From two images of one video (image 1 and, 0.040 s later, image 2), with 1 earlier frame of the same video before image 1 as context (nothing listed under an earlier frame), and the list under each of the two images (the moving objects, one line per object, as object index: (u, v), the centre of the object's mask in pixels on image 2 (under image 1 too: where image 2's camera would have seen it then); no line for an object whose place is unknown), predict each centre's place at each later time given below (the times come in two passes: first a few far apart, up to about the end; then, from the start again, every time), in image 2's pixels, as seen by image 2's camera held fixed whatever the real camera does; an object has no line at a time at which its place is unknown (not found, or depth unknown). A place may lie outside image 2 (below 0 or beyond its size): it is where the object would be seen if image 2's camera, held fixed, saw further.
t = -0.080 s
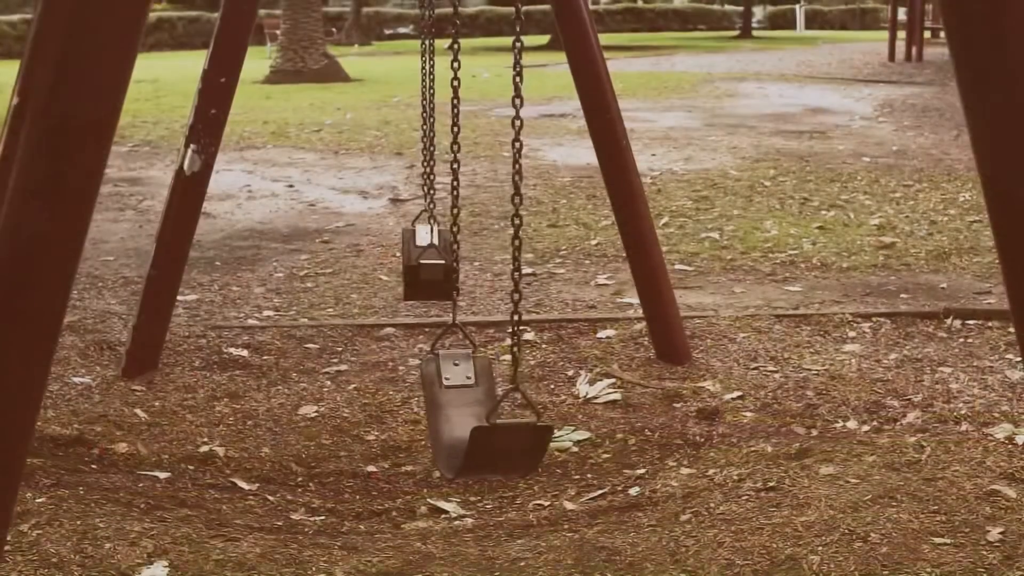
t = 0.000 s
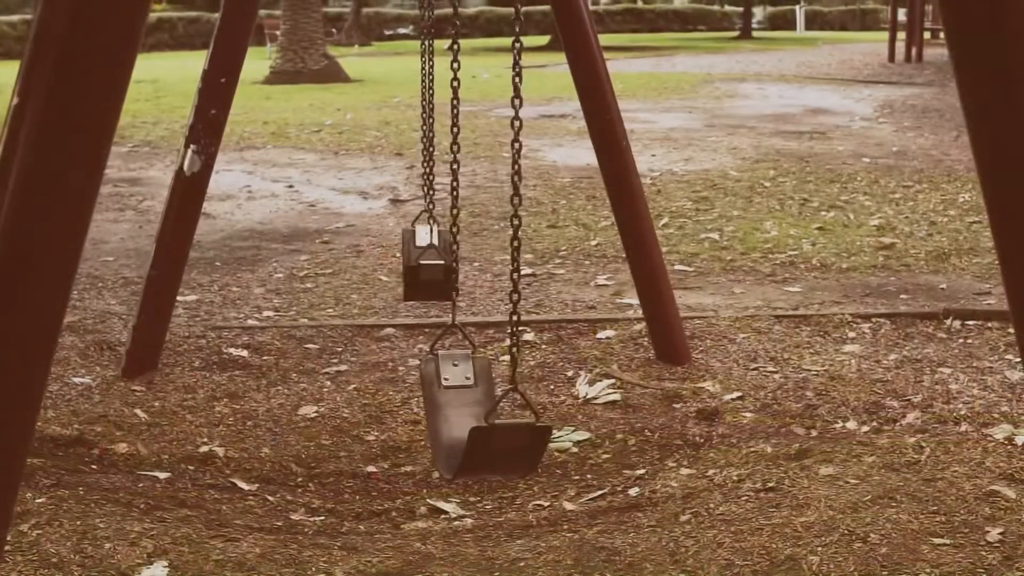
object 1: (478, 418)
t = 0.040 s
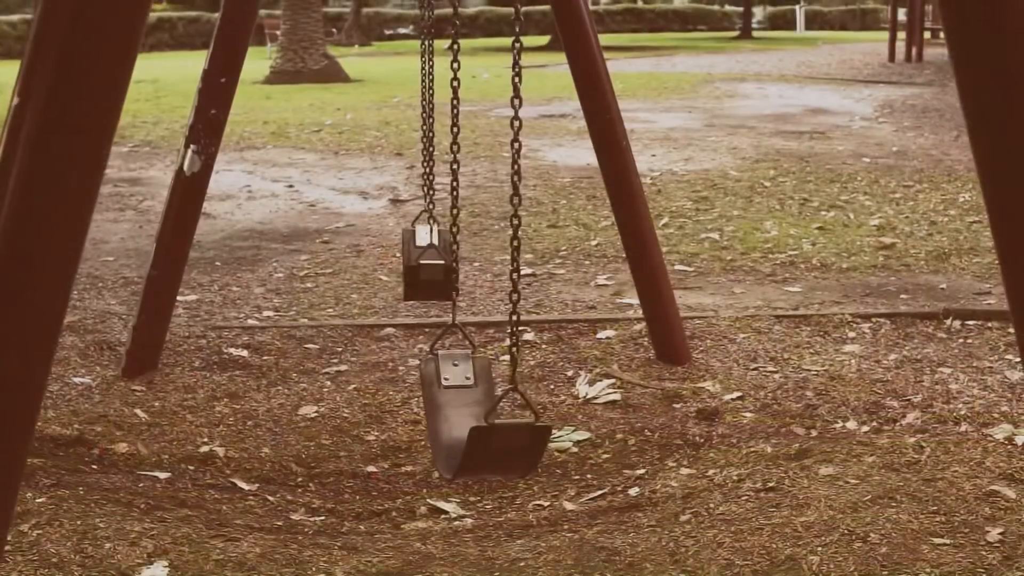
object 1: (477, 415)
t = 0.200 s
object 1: (476, 414)
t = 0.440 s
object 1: (477, 412)
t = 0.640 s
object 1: (479, 410)
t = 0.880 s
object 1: (481, 408)
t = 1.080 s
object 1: (485, 410)
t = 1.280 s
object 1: (486, 409)
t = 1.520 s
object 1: (485, 407)
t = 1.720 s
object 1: (485, 413)
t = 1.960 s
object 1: (483, 414)
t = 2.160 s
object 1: (480, 412)
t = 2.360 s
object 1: (478, 414)
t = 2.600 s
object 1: (477, 414)
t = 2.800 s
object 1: (478, 417)
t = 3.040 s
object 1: (478, 412)
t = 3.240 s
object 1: (480, 414)
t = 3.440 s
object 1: (481, 409)
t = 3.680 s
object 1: (483, 408)
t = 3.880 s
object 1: (483, 407)
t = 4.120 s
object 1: (483, 408)
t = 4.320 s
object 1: (483, 413)
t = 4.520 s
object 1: (481, 412)
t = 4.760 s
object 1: (479, 413)
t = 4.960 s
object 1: (478, 414)
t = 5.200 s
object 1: (478, 414)
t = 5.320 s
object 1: (479, 417)
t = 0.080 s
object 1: (476, 415)
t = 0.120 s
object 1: (476, 415)
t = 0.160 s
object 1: (476, 414)
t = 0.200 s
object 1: (476, 414)
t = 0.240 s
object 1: (476, 413)
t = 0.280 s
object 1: (476, 413)
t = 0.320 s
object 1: (476, 413)
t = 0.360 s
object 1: (476, 413)
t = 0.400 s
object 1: (476, 412)
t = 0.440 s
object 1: (477, 412)
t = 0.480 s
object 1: (477, 411)
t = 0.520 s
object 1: (477, 411)
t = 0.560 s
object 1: (479, 414)
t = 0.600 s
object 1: (478, 410)
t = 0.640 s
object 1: (479, 410)
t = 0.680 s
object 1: (479, 409)
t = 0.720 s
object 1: (479, 409)
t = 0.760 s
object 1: (481, 412)
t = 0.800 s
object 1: (480, 408)
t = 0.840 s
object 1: (481, 408)
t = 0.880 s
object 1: (481, 408)
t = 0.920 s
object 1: (482, 407)
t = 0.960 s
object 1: (482, 407)
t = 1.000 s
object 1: (484, 410)
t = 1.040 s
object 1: (485, 410)
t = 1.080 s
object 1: (485, 410)
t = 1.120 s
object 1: (485, 409)
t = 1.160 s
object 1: (484, 406)
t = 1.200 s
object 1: (485, 406)
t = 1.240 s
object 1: (486, 409)
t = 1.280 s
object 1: (486, 409)
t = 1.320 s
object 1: (486, 409)
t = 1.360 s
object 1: (485, 406)
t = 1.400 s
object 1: (485, 406)
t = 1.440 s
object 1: (485, 407)
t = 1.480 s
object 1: (485, 407)
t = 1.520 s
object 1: (485, 407)
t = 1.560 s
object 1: (485, 407)
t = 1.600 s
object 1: (485, 408)
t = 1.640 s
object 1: (486, 412)
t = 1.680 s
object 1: (485, 412)
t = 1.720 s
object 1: (485, 413)
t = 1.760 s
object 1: (483, 409)
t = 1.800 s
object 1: (484, 413)
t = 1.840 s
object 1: (484, 413)
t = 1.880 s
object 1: (483, 410)
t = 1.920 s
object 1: (482, 410)
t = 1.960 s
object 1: (483, 414)
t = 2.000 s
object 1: (483, 414)
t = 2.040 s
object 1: (483, 415)
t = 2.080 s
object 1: (481, 411)
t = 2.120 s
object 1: (482, 415)
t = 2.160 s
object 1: (480, 412)
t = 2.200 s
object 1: (480, 412)
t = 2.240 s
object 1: (480, 416)
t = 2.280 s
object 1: (478, 413)
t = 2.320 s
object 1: (478, 414)
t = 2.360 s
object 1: (478, 414)
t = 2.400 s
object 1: (477, 414)
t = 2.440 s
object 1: (477, 414)
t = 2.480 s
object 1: (477, 415)
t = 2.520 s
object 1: (477, 414)
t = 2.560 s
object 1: (476, 414)
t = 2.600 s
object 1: (477, 414)
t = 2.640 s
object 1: (477, 414)
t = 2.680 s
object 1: (476, 414)
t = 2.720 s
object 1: (477, 414)
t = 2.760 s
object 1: (476, 414)
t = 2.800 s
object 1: (478, 417)
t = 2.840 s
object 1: (477, 413)
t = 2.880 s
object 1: (478, 417)
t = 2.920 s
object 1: (479, 416)
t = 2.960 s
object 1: (477, 413)
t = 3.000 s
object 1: (478, 412)
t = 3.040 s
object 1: (478, 412)
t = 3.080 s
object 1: (478, 411)
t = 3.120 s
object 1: (478, 411)
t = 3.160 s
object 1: (480, 414)
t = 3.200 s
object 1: (480, 414)
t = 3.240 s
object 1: (480, 414)
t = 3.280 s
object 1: (479, 410)
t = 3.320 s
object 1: (480, 410)
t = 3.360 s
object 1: (480, 410)
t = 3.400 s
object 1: (481, 409)
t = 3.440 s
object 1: (481, 409)
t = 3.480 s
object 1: (483, 412)
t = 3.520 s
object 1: (483, 412)
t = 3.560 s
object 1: (483, 412)
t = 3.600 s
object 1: (483, 408)
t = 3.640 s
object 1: (483, 408)
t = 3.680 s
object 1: (483, 408)
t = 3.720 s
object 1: (483, 408)
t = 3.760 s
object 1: (483, 407)
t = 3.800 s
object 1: (483, 407)
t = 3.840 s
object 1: (483, 407)
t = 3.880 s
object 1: (483, 407)
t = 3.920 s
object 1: (483, 408)
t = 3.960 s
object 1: (483, 408)
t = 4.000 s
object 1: (483, 408)
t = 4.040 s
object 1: (483, 408)
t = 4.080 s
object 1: (484, 411)
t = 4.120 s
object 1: (483, 408)
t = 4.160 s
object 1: (484, 411)
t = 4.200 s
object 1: (483, 412)
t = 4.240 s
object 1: (483, 412)
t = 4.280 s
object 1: (483, 412)
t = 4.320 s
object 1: (483, 413)
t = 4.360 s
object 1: (483, 413)
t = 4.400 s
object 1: (481, 410)
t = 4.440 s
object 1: (483, 414)
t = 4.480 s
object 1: (481, 411)
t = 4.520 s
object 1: (481, 412)
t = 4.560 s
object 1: (482, 415)
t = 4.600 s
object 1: (481, 412)
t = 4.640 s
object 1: (482, 416)
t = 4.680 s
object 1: (481, 416)
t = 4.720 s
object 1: (479, 413)
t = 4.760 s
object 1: (479, 413)
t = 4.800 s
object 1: (479, 413)
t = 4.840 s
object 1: (478, 413)
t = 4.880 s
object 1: (478, 413)
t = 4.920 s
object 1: (478, 414)
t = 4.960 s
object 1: (478, 414)
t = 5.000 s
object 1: (478, 414)
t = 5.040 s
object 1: (478, 414)
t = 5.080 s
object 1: (478, 414)
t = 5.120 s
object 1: (478, 414)
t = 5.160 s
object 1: (478, 414)
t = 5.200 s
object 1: (478, 414)
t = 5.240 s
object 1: (478, 413)
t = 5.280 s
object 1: (478, 413)
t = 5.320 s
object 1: (479, 417)
